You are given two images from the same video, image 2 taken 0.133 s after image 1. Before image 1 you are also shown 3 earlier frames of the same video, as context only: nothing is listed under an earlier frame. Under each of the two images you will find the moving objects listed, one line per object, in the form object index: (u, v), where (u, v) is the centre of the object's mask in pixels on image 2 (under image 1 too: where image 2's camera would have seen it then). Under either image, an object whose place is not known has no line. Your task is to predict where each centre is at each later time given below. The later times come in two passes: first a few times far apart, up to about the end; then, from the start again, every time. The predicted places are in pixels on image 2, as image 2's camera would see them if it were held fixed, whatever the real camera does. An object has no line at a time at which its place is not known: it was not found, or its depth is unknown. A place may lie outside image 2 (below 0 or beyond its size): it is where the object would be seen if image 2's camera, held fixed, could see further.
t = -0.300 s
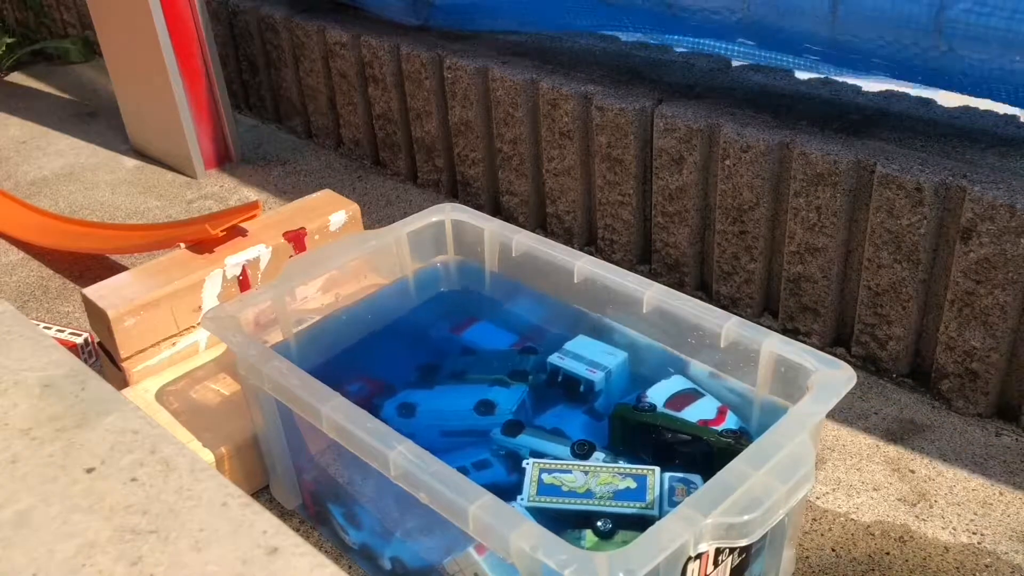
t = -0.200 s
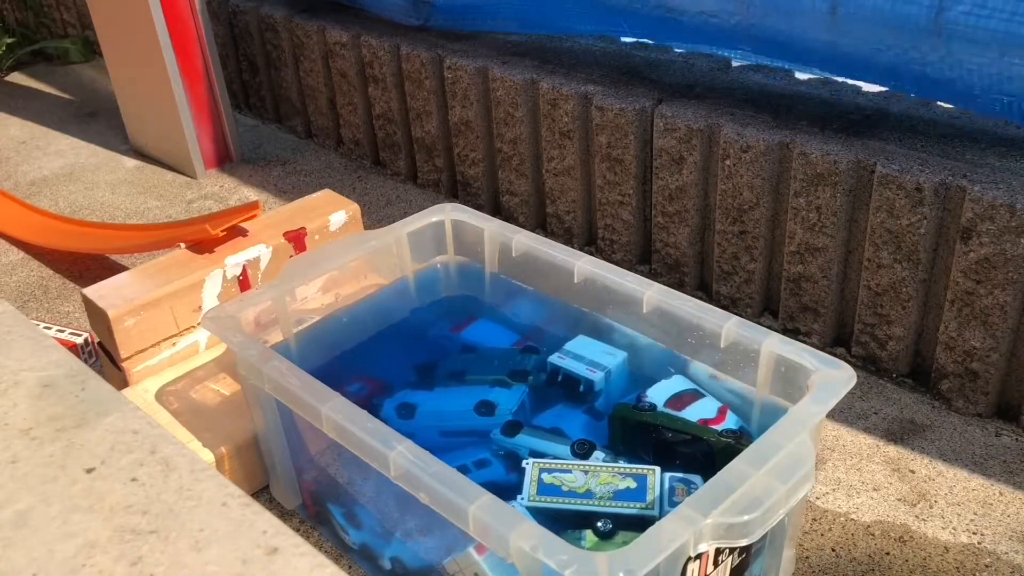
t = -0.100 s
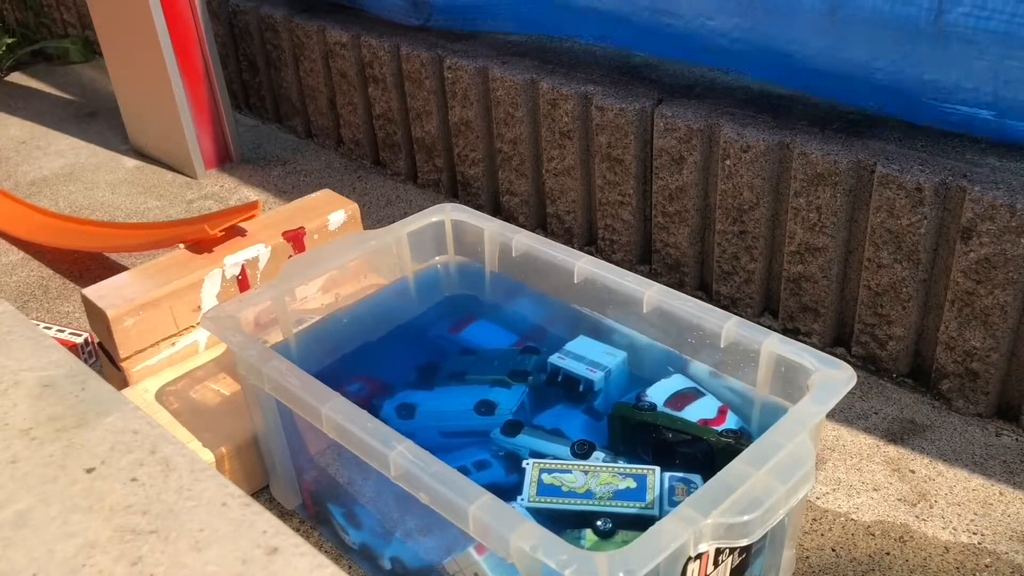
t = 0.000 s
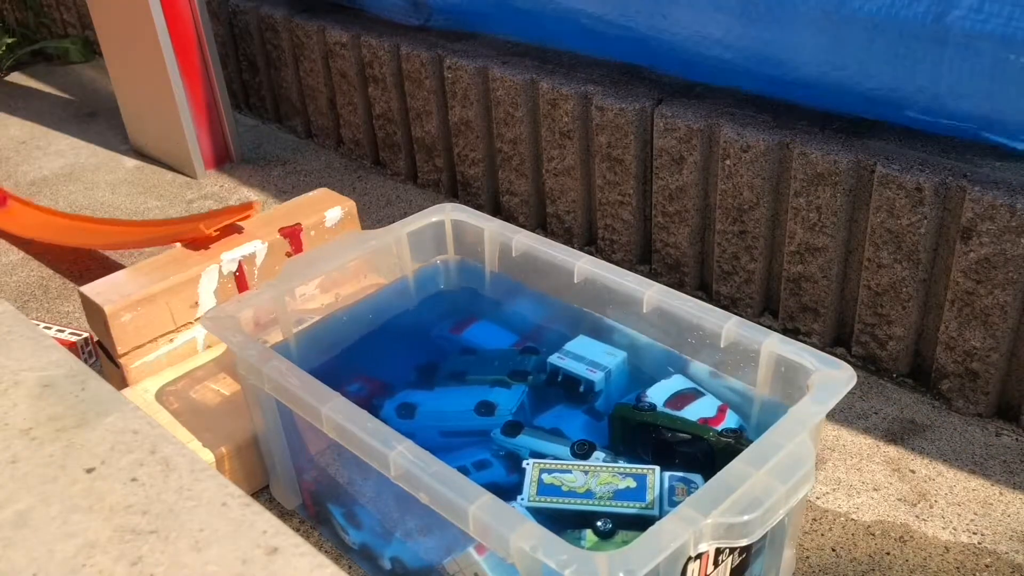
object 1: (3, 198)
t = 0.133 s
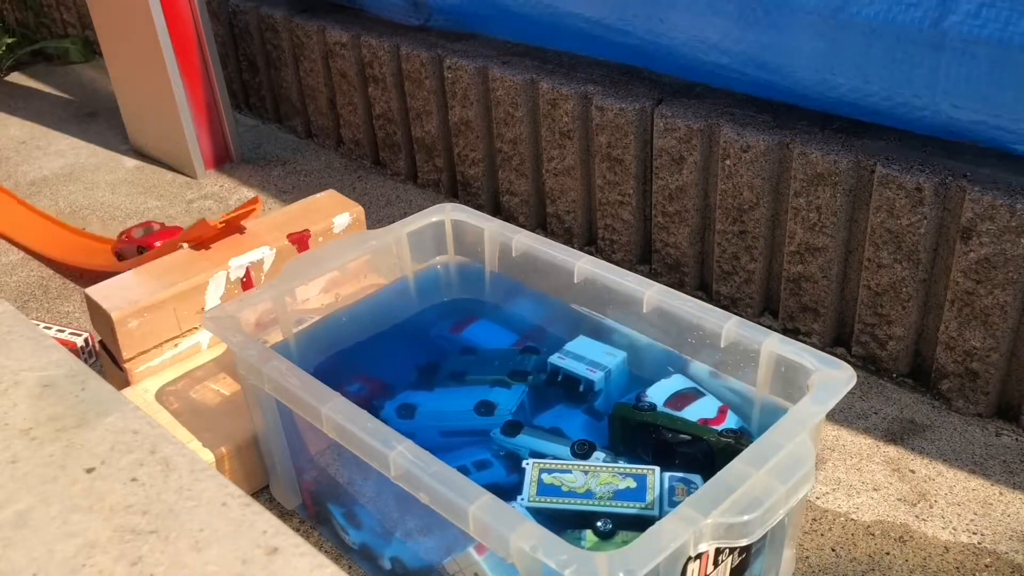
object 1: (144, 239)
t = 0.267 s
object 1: (328, 214)
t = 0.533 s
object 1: (560, 412)
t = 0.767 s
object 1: (567, 409)
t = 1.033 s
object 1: (565, 409)
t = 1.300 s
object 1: (565, 408)
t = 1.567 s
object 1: (565, 408)
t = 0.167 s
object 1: (180, 219)
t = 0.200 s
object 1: (221, 206)
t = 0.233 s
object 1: (269, 201)
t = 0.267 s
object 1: (328, 214)
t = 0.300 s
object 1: (398, 245)
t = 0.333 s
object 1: (479, 301)
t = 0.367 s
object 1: (554, 363)
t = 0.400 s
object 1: (552, 366)
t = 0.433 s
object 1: (555, 388)
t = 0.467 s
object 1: (562, 406)
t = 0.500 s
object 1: (556, 412)
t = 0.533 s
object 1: (560, 412)
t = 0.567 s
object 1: (561, 411)
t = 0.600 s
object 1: (563, 410)
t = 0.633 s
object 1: (565, 410)
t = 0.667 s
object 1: (566, 410)
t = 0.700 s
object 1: (567, 409)
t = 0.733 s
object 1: (567, 410)
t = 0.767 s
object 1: (567, 409)
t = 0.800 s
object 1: (565, 409)
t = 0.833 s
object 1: (565, 409)
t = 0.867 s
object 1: (565, 409)
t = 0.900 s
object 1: (565, 408)
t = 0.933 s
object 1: (566, 408)
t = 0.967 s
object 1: (565, 409)
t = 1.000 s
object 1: (565, 409)
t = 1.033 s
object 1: (565, 409)
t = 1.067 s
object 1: (566, 408)
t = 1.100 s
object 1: (566, 408)
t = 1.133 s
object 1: (565, 408)
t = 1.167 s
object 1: (564, 408)
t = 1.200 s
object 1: (564, 409)
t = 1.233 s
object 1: (565, 408)
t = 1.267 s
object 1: (565, 408)
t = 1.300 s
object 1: (565, 408)
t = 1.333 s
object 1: (565, 408)
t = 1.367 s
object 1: (565, 408)
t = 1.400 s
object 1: (565, 408)
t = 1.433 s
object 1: (565, 408)
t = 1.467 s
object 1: (565, 408)
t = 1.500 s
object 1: (565, 408)
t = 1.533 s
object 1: (565, 408)
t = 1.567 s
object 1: (565, 408)
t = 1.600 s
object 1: (565, 407)
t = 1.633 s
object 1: (565, 407)
